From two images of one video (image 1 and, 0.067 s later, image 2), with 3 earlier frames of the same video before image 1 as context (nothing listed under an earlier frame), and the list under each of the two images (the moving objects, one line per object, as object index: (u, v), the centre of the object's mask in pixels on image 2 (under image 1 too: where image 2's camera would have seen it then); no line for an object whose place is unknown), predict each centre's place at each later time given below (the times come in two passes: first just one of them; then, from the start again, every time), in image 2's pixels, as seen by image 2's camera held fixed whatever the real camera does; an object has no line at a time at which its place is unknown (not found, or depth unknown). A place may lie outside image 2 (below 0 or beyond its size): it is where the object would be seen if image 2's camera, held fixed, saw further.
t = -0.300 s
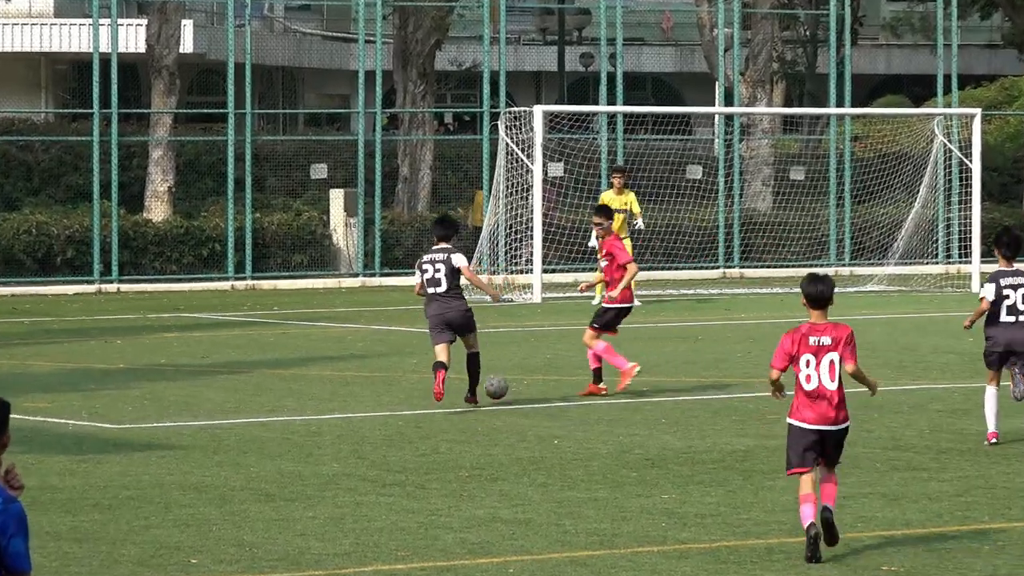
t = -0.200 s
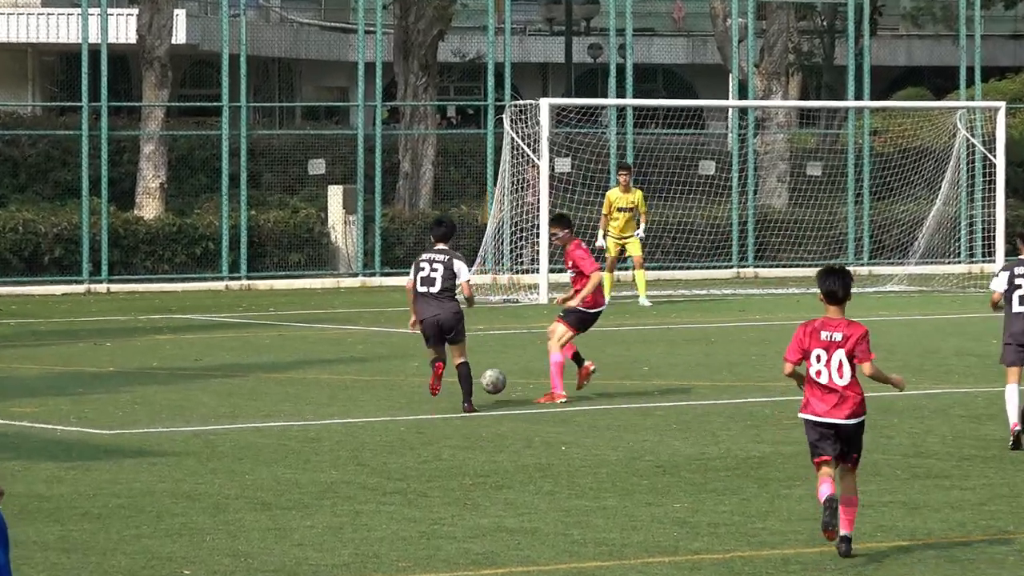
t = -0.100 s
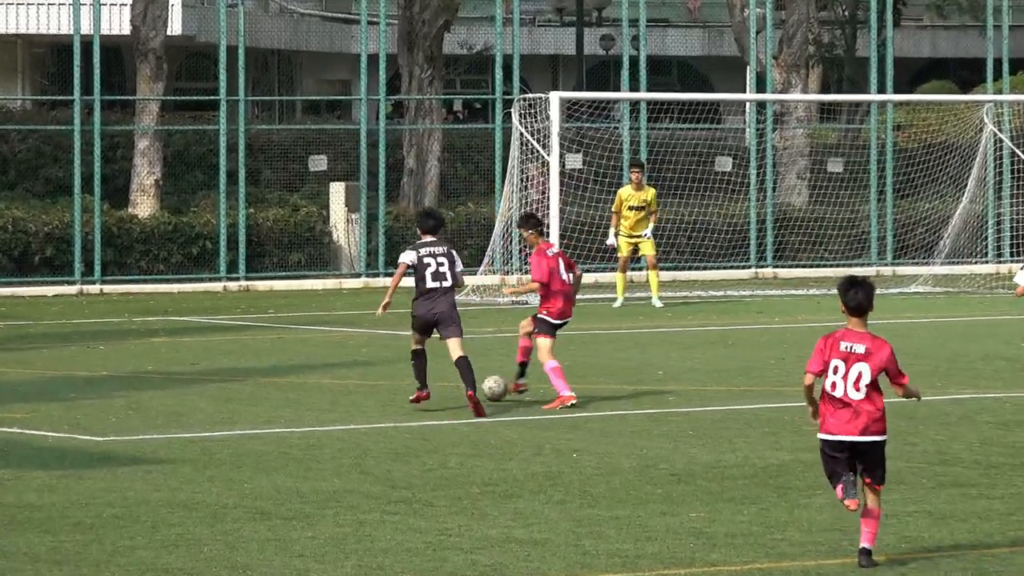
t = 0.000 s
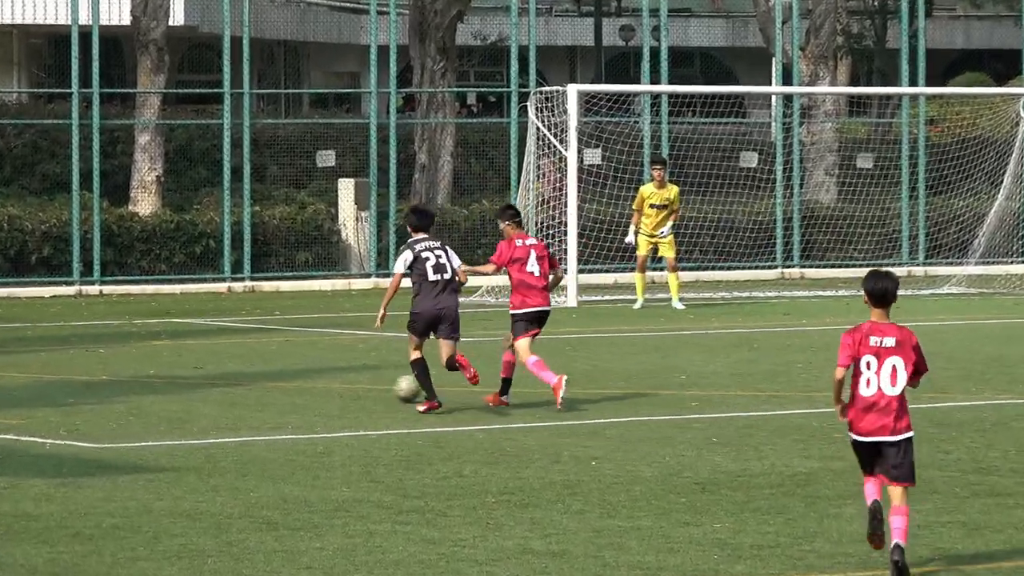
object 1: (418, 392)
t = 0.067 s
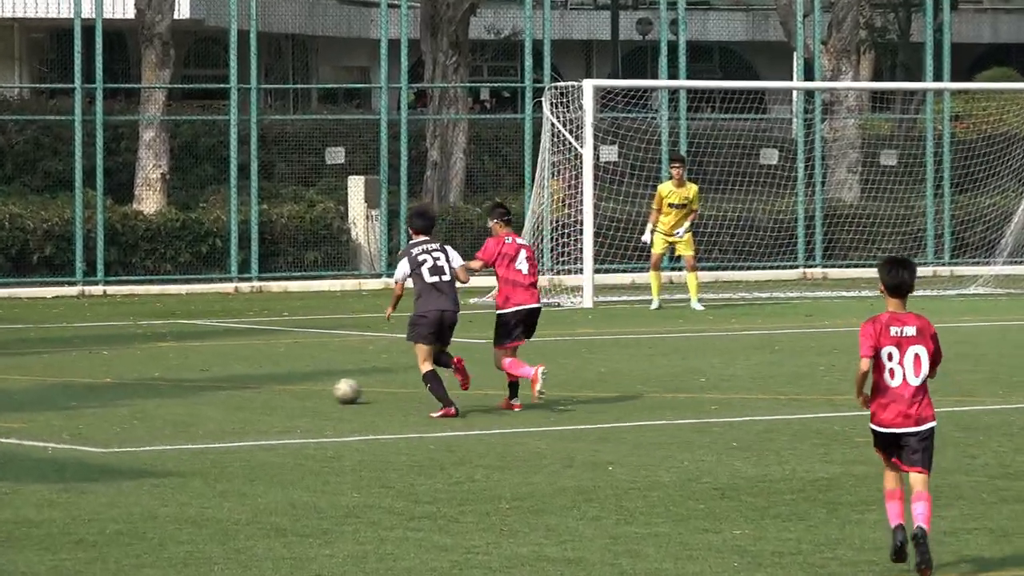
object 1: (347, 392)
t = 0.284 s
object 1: (140, 386)
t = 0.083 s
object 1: (330, 390)
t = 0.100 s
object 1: (313, 389)
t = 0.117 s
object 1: (297, 389)
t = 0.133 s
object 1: (280, 388)
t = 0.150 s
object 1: (264, 388)
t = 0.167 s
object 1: (247, 388)
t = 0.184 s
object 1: (231, 388)
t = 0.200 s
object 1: (216, 387)
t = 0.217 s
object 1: (200, 386)
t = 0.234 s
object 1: (185, 386)
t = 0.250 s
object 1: (170, 386)
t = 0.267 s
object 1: (155, 386)
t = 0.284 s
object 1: (140, 386)
